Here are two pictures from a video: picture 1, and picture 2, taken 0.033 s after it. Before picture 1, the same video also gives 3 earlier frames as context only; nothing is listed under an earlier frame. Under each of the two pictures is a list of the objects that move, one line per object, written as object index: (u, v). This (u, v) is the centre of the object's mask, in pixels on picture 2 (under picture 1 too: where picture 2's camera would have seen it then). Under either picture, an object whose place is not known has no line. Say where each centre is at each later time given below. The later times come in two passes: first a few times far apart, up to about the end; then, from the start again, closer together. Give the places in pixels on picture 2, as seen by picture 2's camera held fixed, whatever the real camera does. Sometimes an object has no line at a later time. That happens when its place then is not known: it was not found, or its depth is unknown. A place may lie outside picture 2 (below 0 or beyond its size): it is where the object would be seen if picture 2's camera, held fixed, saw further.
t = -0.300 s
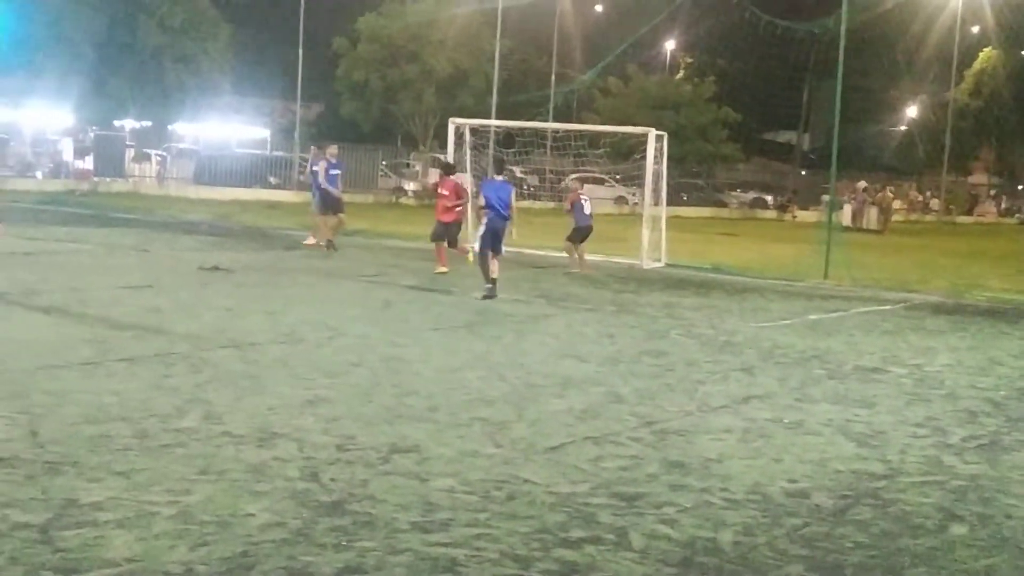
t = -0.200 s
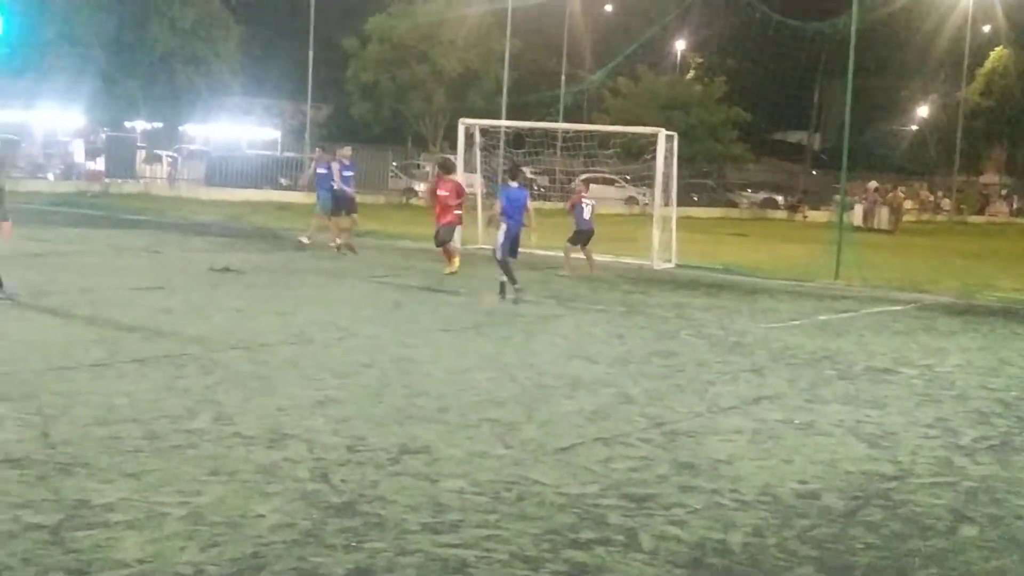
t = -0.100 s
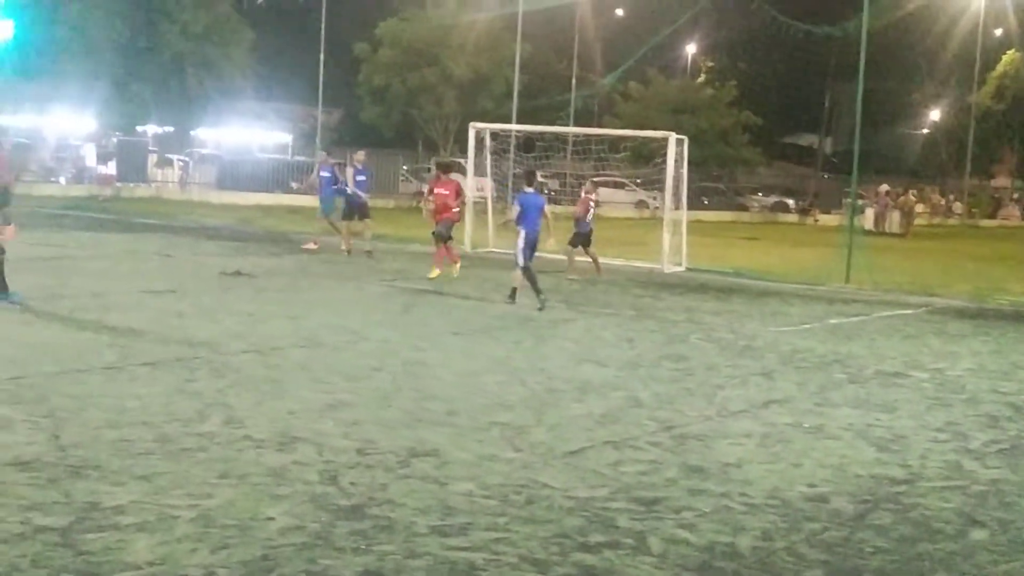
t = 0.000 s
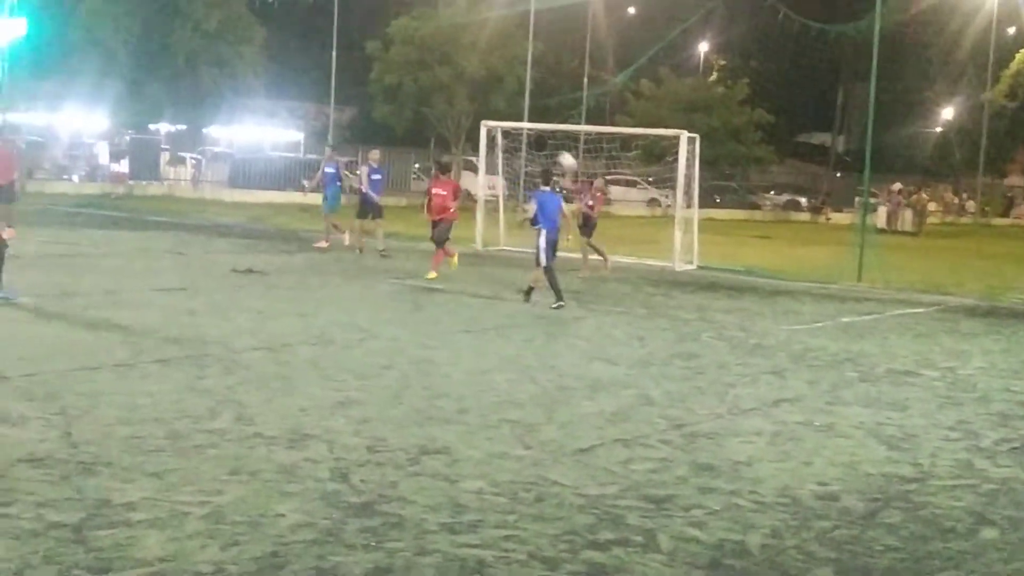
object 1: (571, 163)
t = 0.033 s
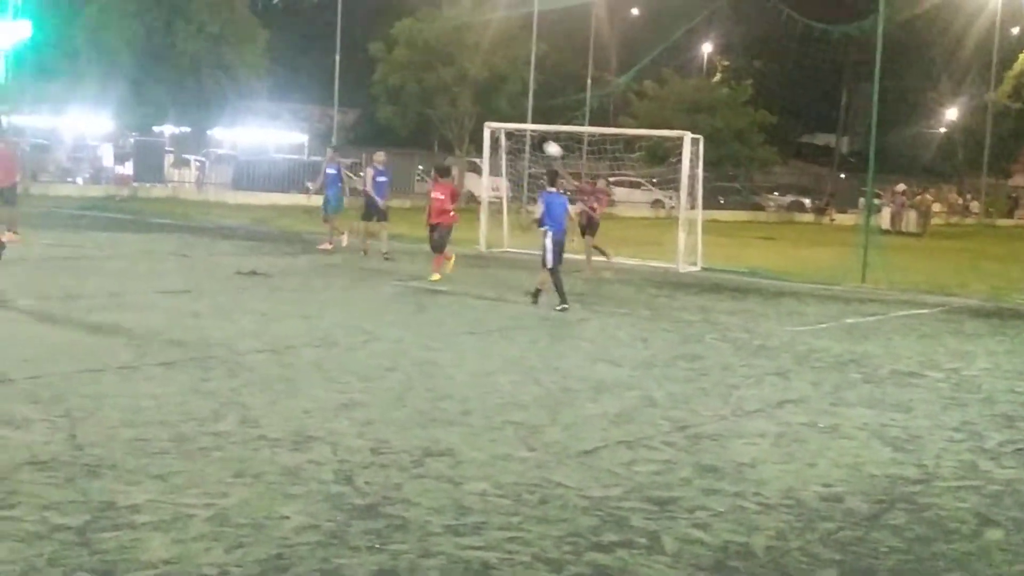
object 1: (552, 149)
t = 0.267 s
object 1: (406, 72)
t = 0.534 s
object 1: (198, 3)
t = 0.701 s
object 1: (40, -24)
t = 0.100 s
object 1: (514, 126)
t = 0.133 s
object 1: (493, 114)
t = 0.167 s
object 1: (473, 104)
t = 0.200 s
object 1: (451, 93)
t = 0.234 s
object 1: (429, 82)
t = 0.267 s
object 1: (406, 72)
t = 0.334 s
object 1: (358, 52)
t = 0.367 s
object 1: (333, 43)
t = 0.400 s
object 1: (308, 34)
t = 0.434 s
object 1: (281, 26)
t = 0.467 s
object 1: (254, 17)
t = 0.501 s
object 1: (227, 10)
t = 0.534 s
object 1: (198, 3)
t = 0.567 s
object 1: (167, -4)
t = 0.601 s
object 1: (140, -10)
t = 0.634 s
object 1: (108, -14)
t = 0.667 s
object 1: (74, -19)
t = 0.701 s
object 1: (40, -24)
